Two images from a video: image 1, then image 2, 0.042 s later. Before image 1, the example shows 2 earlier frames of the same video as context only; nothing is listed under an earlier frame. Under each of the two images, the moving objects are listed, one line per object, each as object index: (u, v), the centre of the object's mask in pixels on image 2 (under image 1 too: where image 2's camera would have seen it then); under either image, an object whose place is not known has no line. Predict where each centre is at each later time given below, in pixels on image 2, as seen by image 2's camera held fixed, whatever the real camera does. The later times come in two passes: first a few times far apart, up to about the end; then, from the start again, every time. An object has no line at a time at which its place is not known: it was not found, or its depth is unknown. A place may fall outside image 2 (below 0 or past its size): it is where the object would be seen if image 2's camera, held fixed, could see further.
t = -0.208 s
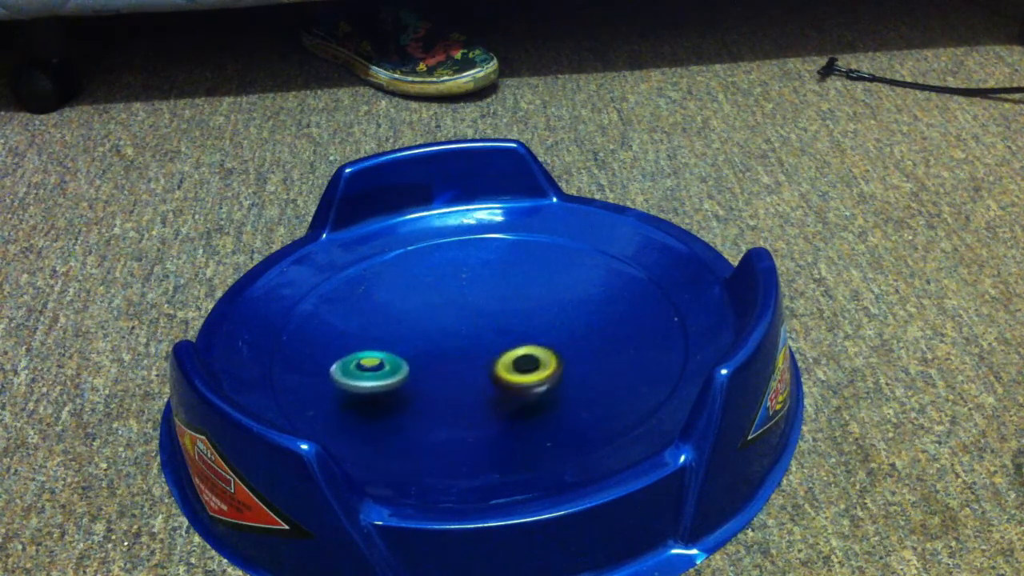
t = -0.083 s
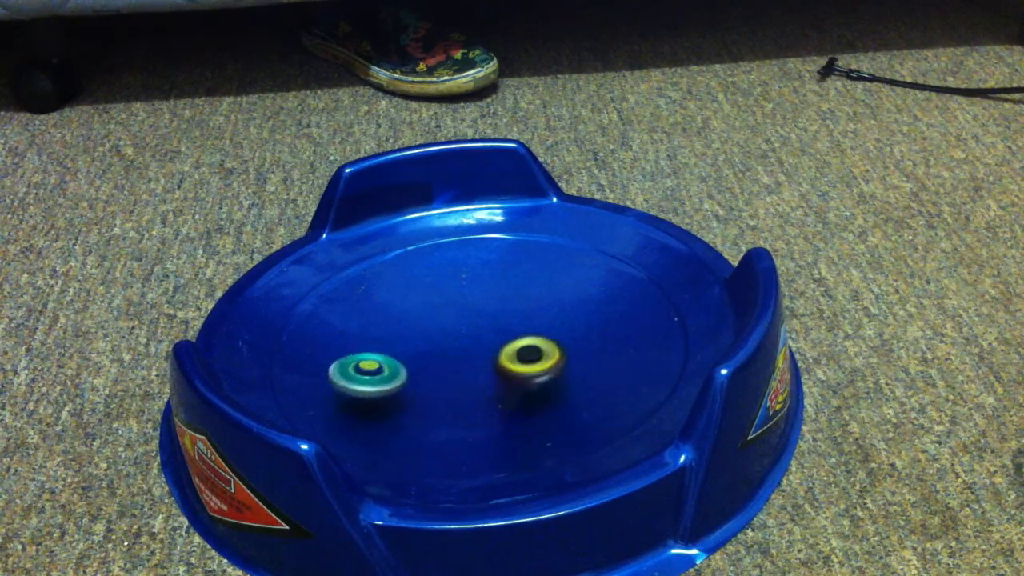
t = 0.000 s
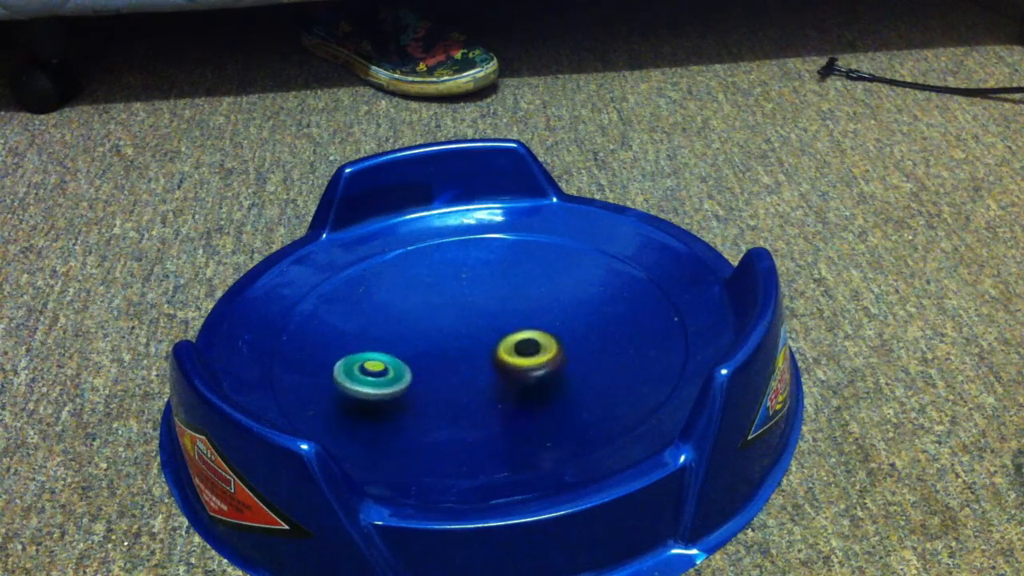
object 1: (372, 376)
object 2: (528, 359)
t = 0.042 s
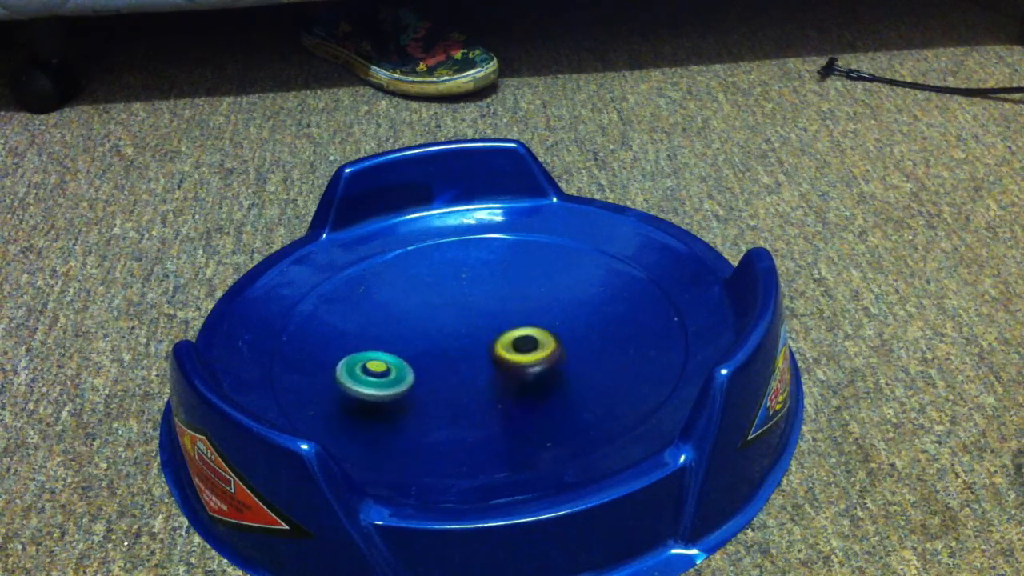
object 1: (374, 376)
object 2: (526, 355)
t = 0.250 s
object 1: (400, 373)
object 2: (503, 338)
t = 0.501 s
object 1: (422, 370)
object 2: (540, 286)
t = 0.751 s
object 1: (475, 362)
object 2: (512, 263)
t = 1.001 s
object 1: (517, 349)
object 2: (481, 275)
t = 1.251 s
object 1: (532, 344)
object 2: (467, 314)
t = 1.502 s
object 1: (556, 348)
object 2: (431, 351)
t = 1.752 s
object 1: (547, 350)
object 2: (434, 380)
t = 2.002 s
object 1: (512, 347)
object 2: (448, 389)
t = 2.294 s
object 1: (439, 296)
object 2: (439, 401)
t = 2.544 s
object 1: (415, 292)
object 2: (454, 383)
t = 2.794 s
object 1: (420, 305)
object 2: (461, 353)
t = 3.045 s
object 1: (393, 225)
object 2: (597, 434)
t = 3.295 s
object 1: (415, 293)
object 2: (638, 360)
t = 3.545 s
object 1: (459, 365)
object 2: (559, 296)
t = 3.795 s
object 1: (508, 411)
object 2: (476, 277)
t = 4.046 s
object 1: (520, 407)
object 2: (428, 285)
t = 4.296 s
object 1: (496, 372)
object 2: (410, 312)
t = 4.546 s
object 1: (482, 314)
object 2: (397, 337)
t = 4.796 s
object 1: (477, 288)
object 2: (416, 359)
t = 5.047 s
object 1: (482, 301)
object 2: (457, 368)
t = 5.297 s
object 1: (481, 333)
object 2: (491, 391)
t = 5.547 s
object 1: (464, 360)
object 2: (522, 396)
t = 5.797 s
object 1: (447, 355)
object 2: (533, 390)
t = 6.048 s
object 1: (452, 339)
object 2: (519, 364)
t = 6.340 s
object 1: (456, 319)
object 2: (549, 369)
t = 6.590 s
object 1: (460, 331)
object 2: (579, 356)
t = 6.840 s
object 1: (445, 338)
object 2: (571, 343)
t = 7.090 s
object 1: (440, 340)
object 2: (532, 334)
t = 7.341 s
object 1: (357, 338)
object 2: (575, 322)
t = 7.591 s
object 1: (364, 348)
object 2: (554, 310)
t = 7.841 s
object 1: (436, 362)
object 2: (516, 314)
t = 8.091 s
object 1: (508, 375)
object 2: (472, 325)
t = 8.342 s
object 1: (543, 380)
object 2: (441, 332)
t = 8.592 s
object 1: (529, 365)
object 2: (431, 338)
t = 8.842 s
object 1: (522, 333)
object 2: (428, 342)
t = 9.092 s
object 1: (564, 312)
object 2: (426, 347)
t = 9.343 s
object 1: (551, 329)
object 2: (449, 353)
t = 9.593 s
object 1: (559, 335)
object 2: (382, 360)
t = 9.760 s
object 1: (556, 329)
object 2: (362, 365)
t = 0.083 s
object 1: (377, 376)
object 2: (523, 351)
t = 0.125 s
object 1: (381, 375)
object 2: (519, 347)
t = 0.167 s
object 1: (387, 375)
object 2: (515, 344)
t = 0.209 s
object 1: (393, 374)
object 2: (509, 341)
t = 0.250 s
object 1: (400, 373)
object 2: (503, 338)
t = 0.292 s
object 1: (410, 371)
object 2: (496, 336)
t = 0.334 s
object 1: (422, 367)
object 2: (489, 334)
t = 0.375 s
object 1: (424, 367)
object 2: (494, 325)
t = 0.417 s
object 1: (417, 371)
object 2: (514, 307)
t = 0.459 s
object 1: (417, 371)
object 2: (530, 296)
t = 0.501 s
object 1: (422, 370)
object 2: (540, 286)
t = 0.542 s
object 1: (429, 370)
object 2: (541, 279)
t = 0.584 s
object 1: (435, 369)
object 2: (537, 273)
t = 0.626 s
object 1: (443, 369)
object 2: (530, 268)
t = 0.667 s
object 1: (453, 367)
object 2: (524, 265)
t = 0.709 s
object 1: (465, 364)
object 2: (518, 264)
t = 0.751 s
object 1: (475, 362)
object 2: (512, 263)
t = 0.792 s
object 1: (486, 359)
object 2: (506, 263)
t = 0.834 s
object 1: (494, 356)
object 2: (500, 264)
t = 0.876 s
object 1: (501, 354)
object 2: (493, 266)
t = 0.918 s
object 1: (507, 353)
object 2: (489, 268)
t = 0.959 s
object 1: (513, 351)
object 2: (484, 272)
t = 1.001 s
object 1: (517, 349)
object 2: (481, 275)
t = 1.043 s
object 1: (521, 348)
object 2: (478, 281)
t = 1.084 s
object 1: (524, 347)
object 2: (475, 286)
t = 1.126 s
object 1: (527, 346)
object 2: (472, 293)
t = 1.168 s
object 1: (529, 345)
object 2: (471, 299)
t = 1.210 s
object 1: (531, 345)
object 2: (469, 307)
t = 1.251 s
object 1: (532, 344)
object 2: (467, 314)
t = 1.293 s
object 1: (533, 343)
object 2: (466, 323)
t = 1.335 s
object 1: (534, 343)
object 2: (464, 330)
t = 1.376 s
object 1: (545, 345)
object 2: (452, 335)
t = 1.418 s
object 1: (553, 347)
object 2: (440, 339)
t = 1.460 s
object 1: (555, 348)
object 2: (434, 345)
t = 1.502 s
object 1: (556, 348)
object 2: (431, 351)
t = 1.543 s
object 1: (557, 349)
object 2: (430, 357)
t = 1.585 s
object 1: (557, 349)
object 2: (430, 364)
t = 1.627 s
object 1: (556, 349)
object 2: (430, 368)
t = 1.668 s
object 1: (554, 350)
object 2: (431, 372)
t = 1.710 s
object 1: (551, 350)
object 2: (432, 376)
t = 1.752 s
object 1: (547, 350)
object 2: (434, 380)
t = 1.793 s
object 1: (543, 350)
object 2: (435, 383)
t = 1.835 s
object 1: (538, 350)
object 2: (437, 386)
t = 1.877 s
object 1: (534, 349)
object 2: (439, 388)
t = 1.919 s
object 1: (528, 349)
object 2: (442, 389)
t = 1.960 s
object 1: (522, 348)
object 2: (445, 389)
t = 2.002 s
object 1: (512, 347)
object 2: (448, 389)
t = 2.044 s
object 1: (500, 346)
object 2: (451, 388)
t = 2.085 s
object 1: (490, 341)
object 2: (451, 389)
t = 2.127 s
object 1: (487, 327)
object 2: (441, 396)
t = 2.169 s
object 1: (478, 318)
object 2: (436, 401)
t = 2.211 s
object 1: (465, 309)
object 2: (435, 402)
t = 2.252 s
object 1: (451, 302)
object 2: (437, 402)
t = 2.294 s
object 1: (439, 296)
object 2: (439, 401)
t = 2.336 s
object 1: (430, 293)
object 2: (442, 400)
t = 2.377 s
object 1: (423, 291)
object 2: (444, 400)
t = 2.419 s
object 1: (420, 291)
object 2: (447, 398)
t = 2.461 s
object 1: (418, 291)
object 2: (450, 392)
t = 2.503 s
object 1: (417, 291)
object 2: (452, 388)
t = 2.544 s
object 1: (415, 292)
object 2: (454, 383)
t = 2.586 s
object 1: (415, 293)
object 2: (456, 378)
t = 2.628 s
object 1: (415, 294)
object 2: (456, 373)
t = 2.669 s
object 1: (416, 296)
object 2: (457, 368)
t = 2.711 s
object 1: (417, 298)
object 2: (459, 363)
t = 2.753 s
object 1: (418, 301)
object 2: (460, 358)
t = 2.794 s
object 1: (420, 305)
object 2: (461, 353)
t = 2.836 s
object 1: (416, 293)
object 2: (473, 362)
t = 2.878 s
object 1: (402, 255)
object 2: (502, 395)
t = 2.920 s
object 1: (392, 226)
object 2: (530, 416)
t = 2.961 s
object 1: (389, 214)
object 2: (557, 428)
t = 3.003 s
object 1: (391, 219)
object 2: (578, 431)
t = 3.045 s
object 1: (393, 225)
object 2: (597, 434)
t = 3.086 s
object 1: (395, 234)
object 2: (614, 430)
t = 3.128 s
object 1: (397, 244)
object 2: (633, 420)
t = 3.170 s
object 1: (400, 254)
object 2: (642, 403)
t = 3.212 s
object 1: (404, 265)
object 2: (644, 391)
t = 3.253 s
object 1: (409, 279)
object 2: (642, 376)
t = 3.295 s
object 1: (415, 293)
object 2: (638, 360)
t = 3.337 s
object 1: (421, 306)
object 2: (629, 347)
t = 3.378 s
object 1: (428, 319)
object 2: (619, 333)
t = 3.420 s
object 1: (435, 332)
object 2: (606, 322)
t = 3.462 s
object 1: (443, 344)
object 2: (591, 311)
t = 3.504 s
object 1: (451, 355)
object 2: (575, 304)
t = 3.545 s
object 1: (459, 365)
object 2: (559, 296)
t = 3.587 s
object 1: (467, 374)
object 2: (542, 290)
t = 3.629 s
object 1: (475, 383)
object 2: (528, 286)
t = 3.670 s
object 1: (483, 392)
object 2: (513, 283)
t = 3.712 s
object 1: (491, 399)
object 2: (499, 280)
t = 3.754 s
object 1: (500, 406)
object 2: (487, 278)
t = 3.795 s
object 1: (508, 411)
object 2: (476, 277)
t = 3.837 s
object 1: (514, 413)
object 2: (465, 276)
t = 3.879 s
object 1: (517, 413)
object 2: (456, 277)
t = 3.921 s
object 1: (518, 413)
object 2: (448, 278)
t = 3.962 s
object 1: (519, 411)
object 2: (442, 280)
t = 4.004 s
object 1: (519, 410)
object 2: (434, 282)
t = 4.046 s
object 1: (520, 407)
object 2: (428, 285)
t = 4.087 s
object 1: (520, 405)
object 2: (423, 290)
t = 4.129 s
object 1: (518, 402)
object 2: (418, 294)
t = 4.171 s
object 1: (514, 396)
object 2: (414, 297)
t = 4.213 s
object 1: (509, 388)
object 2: (412, 302)
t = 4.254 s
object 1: (502, 380)
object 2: (410, 307)
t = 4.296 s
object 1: (496, 372)
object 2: (410, 312)
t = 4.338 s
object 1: (491, 362)
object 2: (410, 318)
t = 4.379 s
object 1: (485, 352)
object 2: (412, 324)
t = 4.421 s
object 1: (483, 344)
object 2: (409, 328)
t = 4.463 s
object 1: (484, 335)
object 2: (401, 330)
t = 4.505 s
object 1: (483, 324)
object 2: (397, 333)
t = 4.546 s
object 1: (482, 314)
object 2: (397, 337)
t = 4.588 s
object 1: (480, 305)
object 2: (397, 341)
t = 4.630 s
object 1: (478, 298)
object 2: (399, 345)
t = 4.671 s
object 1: (476, 293)
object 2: (402, 349)
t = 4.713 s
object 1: (477, 291)
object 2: (406, 353)
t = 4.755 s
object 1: (477, 289)
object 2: (411, 356)
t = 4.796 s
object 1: (477, 288)
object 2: (416, 359)
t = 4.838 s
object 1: (478, 288)
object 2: (422, 362)
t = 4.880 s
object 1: (479, 290)
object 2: (428, 365)
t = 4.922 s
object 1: (480, 291)
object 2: (435, 367)
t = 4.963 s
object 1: (481, 294)
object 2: (442, 367)
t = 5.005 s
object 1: (481, 297)
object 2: (449, 368)
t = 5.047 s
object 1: (482, 301)
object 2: (457, 368)
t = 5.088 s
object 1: (482, 305)
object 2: (465, 368)
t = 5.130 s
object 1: (483, 312)
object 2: (472, 367)
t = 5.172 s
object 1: (483, 318)
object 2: (478, 370)
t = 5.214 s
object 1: (483, 321)
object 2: (481, 379)
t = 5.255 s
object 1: (482, 327)
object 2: (486, 387)
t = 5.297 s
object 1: (481, 333)
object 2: (491, 391)
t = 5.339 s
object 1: (479, 339)
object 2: (497, 393)
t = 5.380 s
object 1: (477, 346)
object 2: (503, 394)
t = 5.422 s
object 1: (475, 351)
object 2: (508, 395)
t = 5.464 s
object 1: (473, 356)
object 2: (511, 395)
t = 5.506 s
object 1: (470, 360)
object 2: (515, 394)
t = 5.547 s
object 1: (464, 360)
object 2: (522, 396)
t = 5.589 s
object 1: (458, 359)
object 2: (526, 398)
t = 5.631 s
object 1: (456, 358)
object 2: (530, 395)
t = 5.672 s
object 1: (453, 358)
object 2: (532, 395)
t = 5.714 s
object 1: (450, 358)
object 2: (533, 394)
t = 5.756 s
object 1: (448, 357)
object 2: (533, 392)
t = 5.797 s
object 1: (447, 355)
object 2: (533, 390)
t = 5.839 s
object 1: (446, 353)
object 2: (533, 382)
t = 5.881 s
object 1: (446, 351)
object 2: (531, 379)
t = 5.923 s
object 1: (447, 348)
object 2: (528, 375)
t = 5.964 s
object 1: (449, 345)
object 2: (525, 372)
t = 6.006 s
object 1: (451, 343)
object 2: (521, 368)
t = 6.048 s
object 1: (452, 339)
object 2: (519, 364)
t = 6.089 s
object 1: (448, 331)
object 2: (531, 366)
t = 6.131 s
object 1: (445, 322)
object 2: (542, 373)
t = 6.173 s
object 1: (444, 316)
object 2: (549, 376)
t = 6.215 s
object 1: (445, 313)
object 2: (549, 376)
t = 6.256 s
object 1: (448, 313)
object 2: (548, 374)
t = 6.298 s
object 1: (451, 316)
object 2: (549, 371)
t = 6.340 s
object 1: (456, 319)
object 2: (549, 369)
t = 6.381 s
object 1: (464, 322)
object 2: (550, 366)
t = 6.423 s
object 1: (471, 327)
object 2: (550, 361)
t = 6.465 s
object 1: (479, 332)
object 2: (550, 357)
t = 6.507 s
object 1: (477, 334)
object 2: (555, 357)
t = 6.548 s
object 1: (466, 332)
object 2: (571, 358)
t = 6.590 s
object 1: (460, 331)
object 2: (579, 356)
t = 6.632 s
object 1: (457, 333)
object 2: (580, 355)
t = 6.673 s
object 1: (454, 334)
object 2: (580, 353)
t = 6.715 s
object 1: (451, 336)
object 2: (579, 351)
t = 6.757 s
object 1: (448, 337)
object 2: (578, 349)
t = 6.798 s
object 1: (446, 338)
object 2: (575, 346)
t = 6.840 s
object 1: (445, 338)
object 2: (571, 343)
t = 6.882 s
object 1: (444, 338)
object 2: (567, 341)
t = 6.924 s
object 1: (442, 339)
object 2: (562, 339)
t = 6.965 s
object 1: (441, 339)
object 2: (555, 338)
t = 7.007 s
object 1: (441, 339)
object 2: (549, 336)
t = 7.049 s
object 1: (440, 339)
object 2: (540, 335)
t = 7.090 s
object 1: (440, 340)
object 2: (532, 334)
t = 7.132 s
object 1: (441, 340)
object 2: (524, 333)
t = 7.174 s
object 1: (435, 340)
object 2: (521, 333)
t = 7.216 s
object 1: (405, 337)
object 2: (545, 330)
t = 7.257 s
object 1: (378, 335)
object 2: (565, 325)
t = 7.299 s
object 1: (366, 336)
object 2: (574, 323)
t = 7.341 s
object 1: (357, 338)
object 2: (575, 322)
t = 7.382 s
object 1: (354, 340)
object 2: (573, 320)
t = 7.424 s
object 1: (354, 341)
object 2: (570, 317)
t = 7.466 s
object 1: (355, 342)
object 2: (567, 315)
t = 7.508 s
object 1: (358, 344)
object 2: (562, 312)
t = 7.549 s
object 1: (360, 346)
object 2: (558, 311)
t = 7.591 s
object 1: (364, 348)
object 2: (554, 310)
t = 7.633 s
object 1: (373, 349)
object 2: (549, 310)
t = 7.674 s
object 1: (385, 351)
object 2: (543, 310)
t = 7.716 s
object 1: (398, 354)
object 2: (537, 310)
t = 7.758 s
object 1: (410, 356)
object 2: (530, 312)
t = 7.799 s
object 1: (424, 359)
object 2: (523, 313)
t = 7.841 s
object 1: (436, 362)
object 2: (516, 314)
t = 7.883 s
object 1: (449, 363)
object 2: (509, 316)
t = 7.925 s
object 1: (461, 366)
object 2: (503, 317)
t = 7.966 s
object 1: (473, 368)
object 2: (495, 317)
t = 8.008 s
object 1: (485, 370)
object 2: (486, 319)
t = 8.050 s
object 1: (496, 373)
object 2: (478, 321)
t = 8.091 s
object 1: (508, 375)
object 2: (472, 325)
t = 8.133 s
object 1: (518, 378)
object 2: (466, 327)
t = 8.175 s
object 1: (528, 379)
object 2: (460, 328)
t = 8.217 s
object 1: (536, 381)
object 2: (454, 330)
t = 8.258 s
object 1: (539, 381)
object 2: (449, 330)
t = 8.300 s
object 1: (541, 381)
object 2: (444, 331)
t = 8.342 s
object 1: (543, 380)
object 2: (441, 332)
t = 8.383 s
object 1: (544, 378)
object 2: (437, 334)
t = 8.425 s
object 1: (544, 377)
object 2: (434, 335)
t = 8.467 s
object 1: (544, 376)
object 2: (432, 335)
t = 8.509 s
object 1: (540, 374)
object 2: (431, 336)
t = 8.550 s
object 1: (535, 370)
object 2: (431, 337)
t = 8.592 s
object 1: (529, 365)
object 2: (431, 338)
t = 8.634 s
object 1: (524, 360)
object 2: (431, 340)
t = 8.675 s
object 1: (519, 355)
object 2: (432, 342)
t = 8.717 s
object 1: (515, 349)
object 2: (434, 342)
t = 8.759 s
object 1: (512, 343)
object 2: (435, 343)
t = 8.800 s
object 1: (512, 338)
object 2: (435, 343)
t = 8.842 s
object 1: (522, 333)
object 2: (428, 342)
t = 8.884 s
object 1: (528, 329)
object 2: (421, 342)
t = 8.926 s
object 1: (533, 324)
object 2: (420, 342)
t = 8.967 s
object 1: (543, 319)
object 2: (421, 344)
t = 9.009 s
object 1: (551, 315)
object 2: (423, 344)
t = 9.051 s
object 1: (559, 313)
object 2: (424, 345)
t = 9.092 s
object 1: (564, 312)
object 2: (426, 347)
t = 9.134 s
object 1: (566, 312)
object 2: (429, 348)
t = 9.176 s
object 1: (567, 314)
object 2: (432, 349)
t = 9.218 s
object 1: (566, 316)
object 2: (435, 350)
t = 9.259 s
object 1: (564, 319)
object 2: (440, 351)
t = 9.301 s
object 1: (558, 324)
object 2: (444, 352)
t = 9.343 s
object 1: (551, 329)
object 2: (449, 353)
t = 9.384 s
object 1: (542, 333)
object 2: (453, 354)
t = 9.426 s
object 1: (534, 337)
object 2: (456, 354)
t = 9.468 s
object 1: (530, 339)
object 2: (452, 356)
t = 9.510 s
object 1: (534, 339)
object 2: (436, 356)
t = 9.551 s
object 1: (551, 336)
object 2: (404, 361)
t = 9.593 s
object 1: (559, 335)
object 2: (382, 360)
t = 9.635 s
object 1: (559, 333)
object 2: (370, 361)
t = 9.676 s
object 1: (558, 332)
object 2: (364, 363)
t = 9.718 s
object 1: (557, 331)
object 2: (363, 364)
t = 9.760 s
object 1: (556, 329)
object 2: (362, 365)
